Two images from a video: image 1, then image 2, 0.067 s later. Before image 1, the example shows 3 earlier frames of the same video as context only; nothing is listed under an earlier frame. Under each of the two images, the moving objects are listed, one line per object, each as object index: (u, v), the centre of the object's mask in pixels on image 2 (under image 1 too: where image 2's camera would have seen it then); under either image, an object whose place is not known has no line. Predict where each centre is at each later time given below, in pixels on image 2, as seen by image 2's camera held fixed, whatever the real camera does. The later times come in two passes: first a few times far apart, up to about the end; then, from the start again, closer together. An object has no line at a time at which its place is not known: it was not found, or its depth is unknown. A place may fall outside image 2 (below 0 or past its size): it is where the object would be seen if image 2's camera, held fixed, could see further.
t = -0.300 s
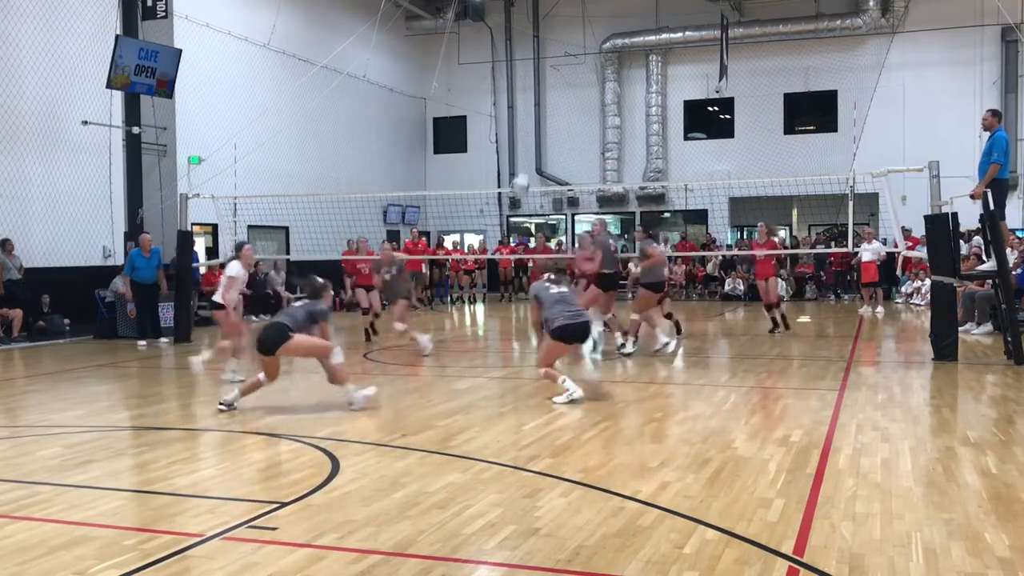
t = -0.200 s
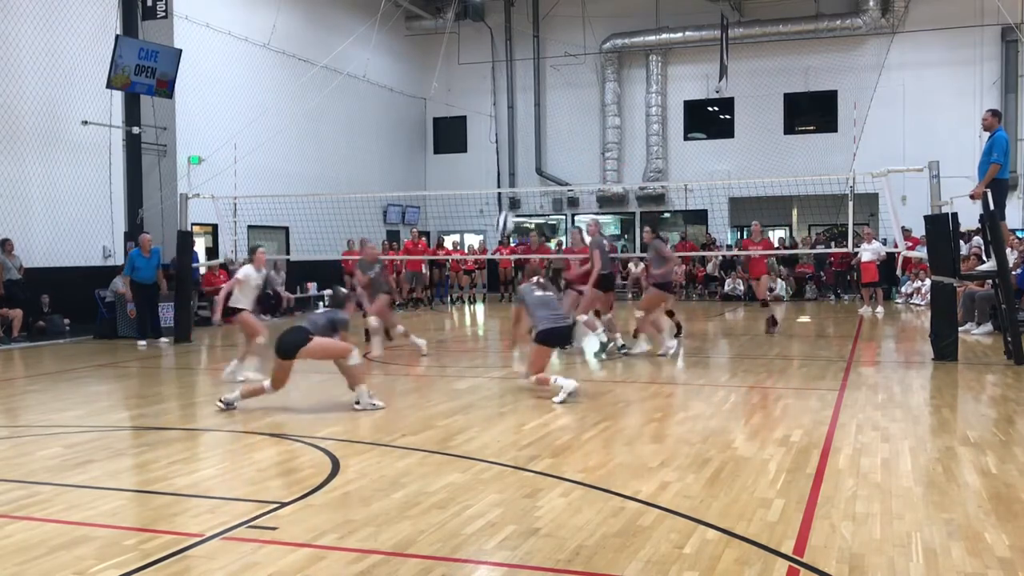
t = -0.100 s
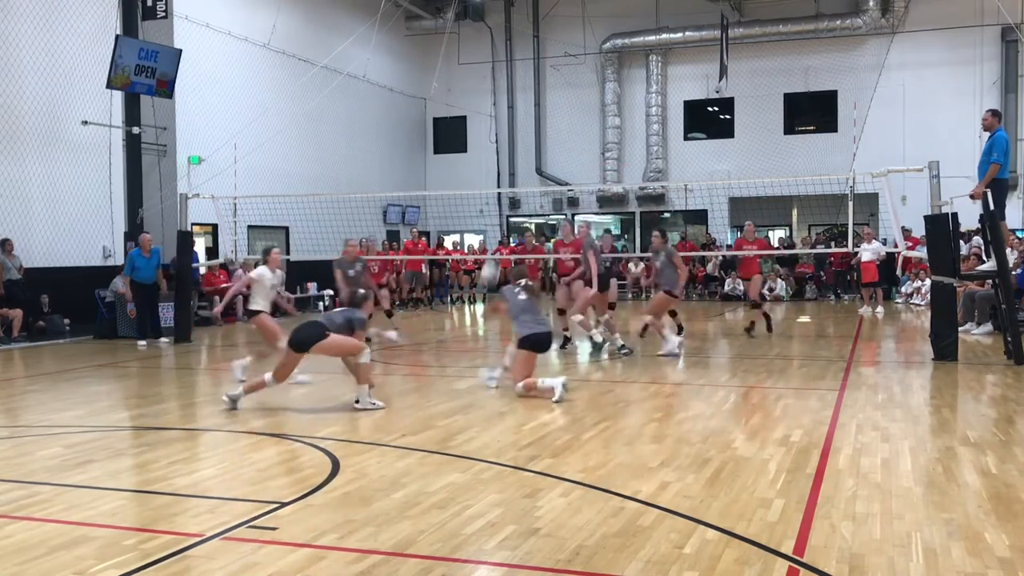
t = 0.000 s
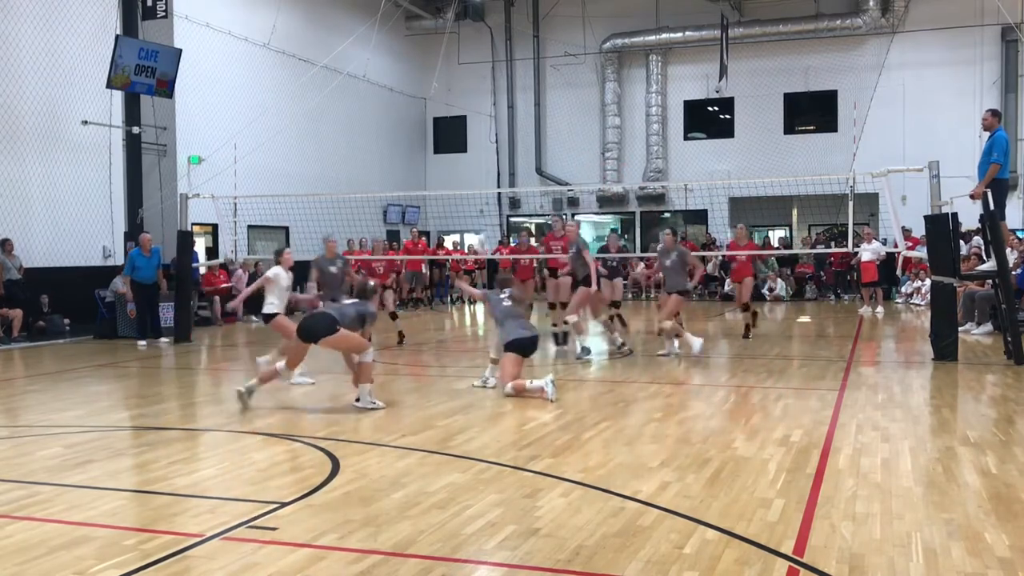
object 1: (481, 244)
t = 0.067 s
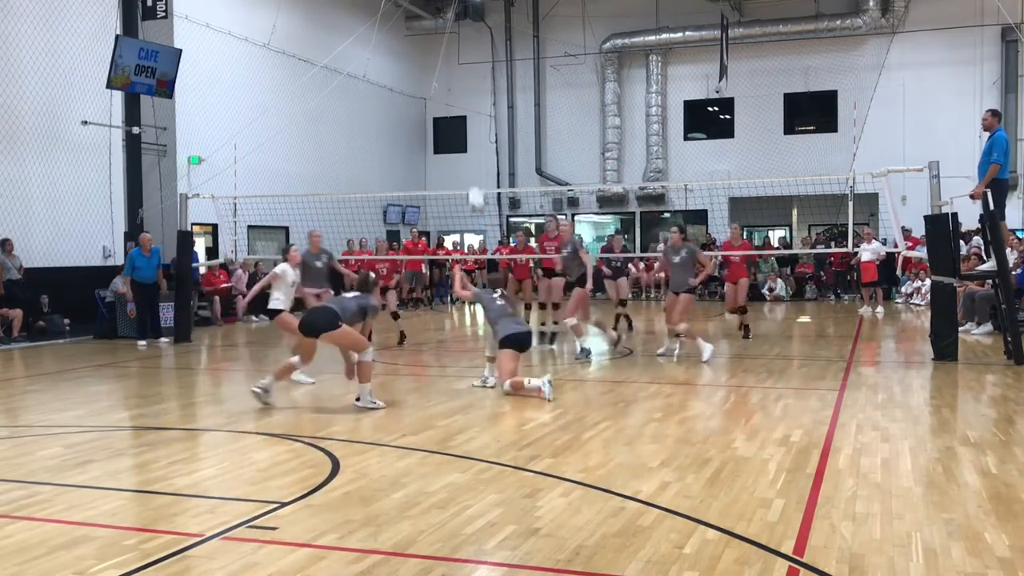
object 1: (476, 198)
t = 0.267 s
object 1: (465, 94)
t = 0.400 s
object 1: (459, 52)
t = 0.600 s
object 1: (450, 15)
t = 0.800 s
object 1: (444, 15)
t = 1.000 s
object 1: (438, 49)
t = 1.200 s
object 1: (433, 116)
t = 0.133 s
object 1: (473, 159)
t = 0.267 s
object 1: (465, 94)
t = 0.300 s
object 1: (464, 82)
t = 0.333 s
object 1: (462, 70)
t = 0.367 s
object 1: (460, 61)
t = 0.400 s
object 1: (459, 52)
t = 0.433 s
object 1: (457, 42)
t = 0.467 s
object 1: (456, 35)
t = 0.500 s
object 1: (454, 28)
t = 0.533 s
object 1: (453, 23)
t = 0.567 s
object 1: (452, 18)
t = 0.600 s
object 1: (450, 15)
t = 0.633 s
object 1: (450, 13)
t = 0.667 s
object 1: (449, 11)
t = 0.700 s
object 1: (447, 11)
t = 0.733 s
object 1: (446, 12)
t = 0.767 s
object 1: (445, 13)
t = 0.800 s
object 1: (444, 15)
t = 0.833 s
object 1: (443, 19)
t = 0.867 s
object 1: (442, 22)
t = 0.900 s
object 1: (441, 27)
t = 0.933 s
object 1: (440, 34)
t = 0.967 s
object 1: (439, 41)
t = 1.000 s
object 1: (438, 49)
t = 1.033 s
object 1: (437, 57)
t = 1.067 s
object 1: (435, 67)
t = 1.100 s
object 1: (436, 77)
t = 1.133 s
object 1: (434, 88)
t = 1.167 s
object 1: (433, 100)
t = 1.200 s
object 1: (433, 116)
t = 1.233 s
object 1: (432, 131)
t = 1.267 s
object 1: (431, 144)
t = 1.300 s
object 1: (431, 159)
